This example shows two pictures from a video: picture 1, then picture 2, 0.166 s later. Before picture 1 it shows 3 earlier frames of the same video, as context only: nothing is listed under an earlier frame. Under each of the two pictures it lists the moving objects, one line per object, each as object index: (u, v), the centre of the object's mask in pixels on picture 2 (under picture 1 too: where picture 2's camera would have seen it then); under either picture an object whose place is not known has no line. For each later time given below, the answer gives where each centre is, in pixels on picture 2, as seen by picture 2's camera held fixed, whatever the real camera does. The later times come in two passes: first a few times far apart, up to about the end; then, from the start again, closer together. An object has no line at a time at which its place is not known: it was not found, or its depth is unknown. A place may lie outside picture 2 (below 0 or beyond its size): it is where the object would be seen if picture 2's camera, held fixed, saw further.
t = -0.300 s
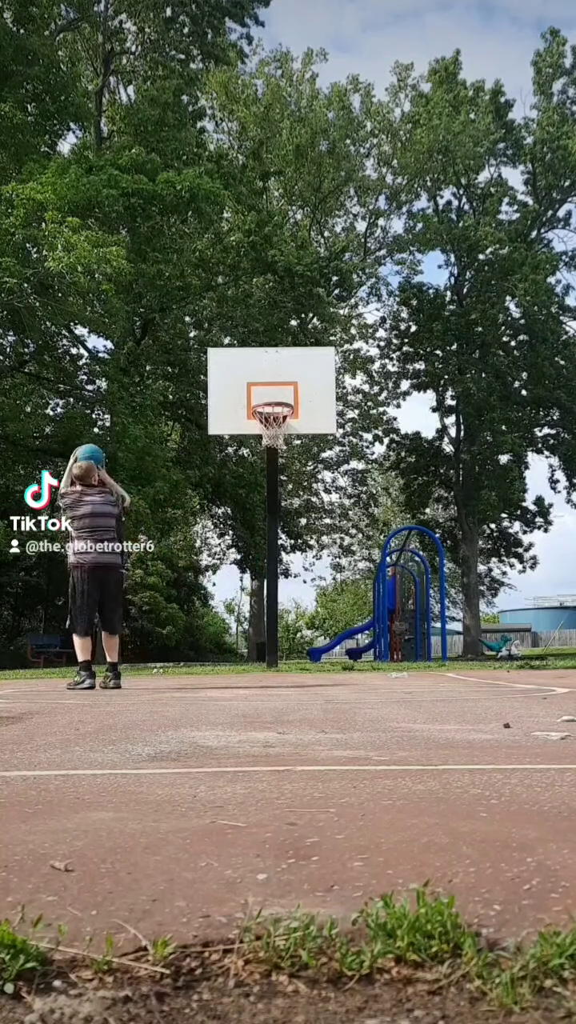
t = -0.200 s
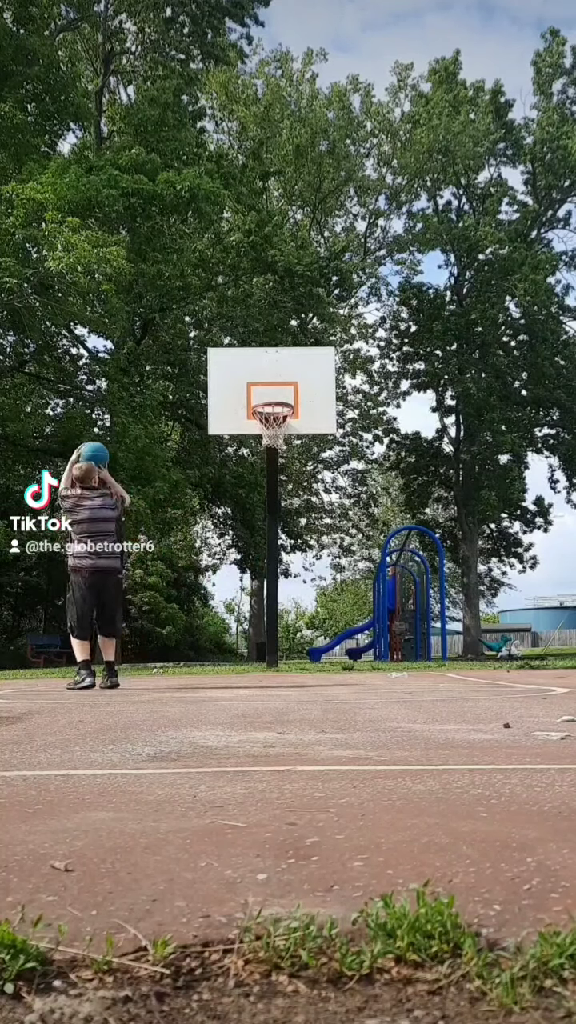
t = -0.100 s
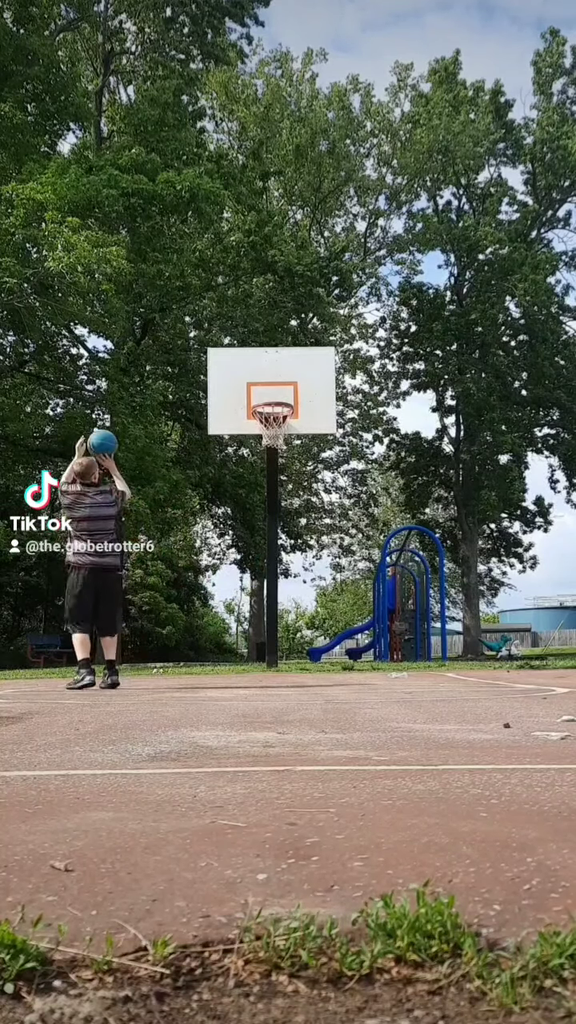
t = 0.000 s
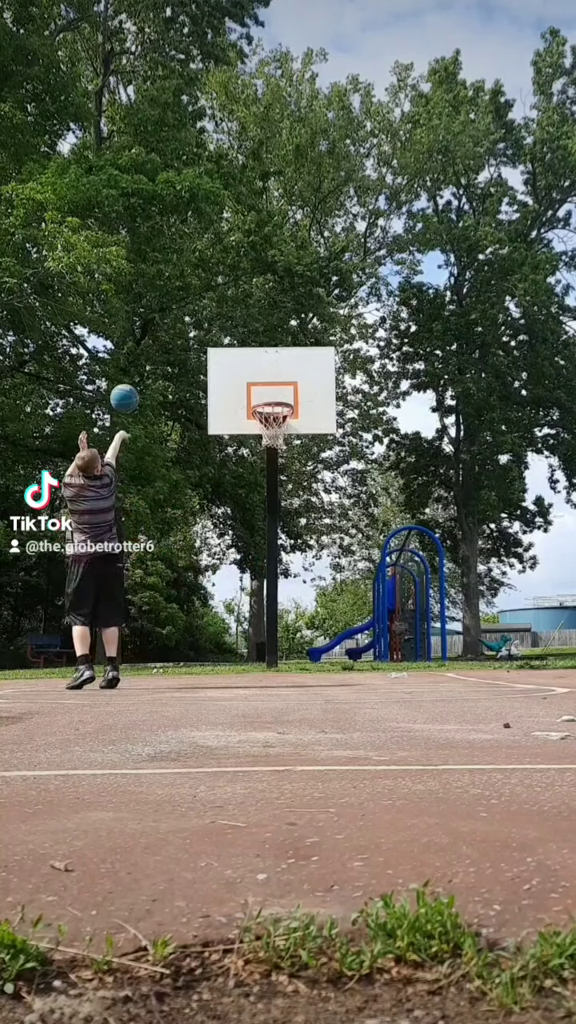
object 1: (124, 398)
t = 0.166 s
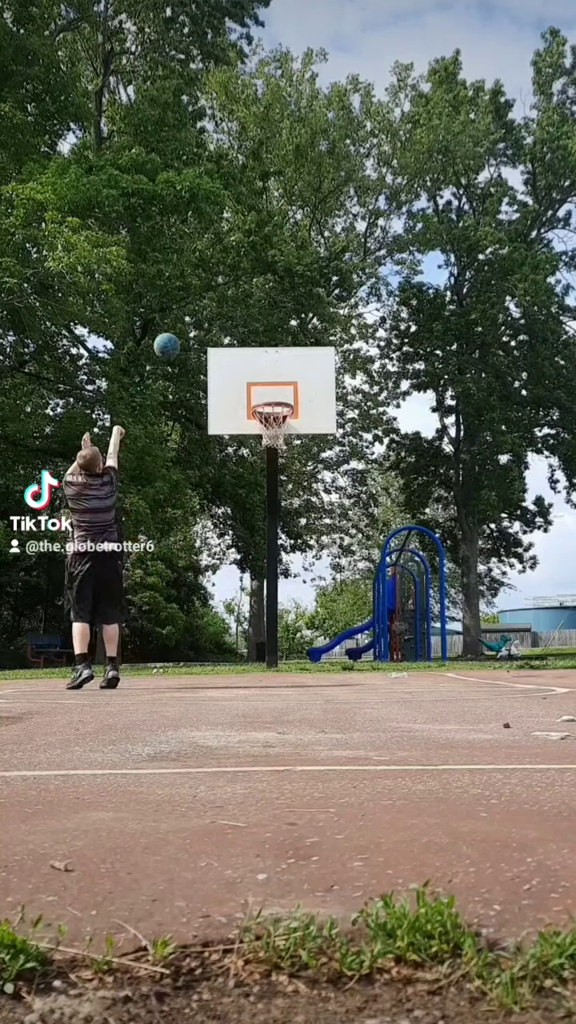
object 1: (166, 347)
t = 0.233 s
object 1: (181, 335)
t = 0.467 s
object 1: (225, 332)
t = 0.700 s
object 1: (262, 374)
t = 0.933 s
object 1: (270, 421)
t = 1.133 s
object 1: (287, 435)
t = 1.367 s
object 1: (280, 466)
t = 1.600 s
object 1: (278, 540)
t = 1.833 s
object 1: (275, 657)
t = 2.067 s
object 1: (265, 578)
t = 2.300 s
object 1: (254, 528)
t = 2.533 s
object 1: (243, 524)
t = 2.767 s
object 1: (231, 564)
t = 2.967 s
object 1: (220, 637)
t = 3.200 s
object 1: (208, 608)
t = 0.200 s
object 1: (174, 340)
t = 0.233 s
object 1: (181, 335)
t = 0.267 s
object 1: (188, 331)
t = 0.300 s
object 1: (195, 328)
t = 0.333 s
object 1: (201, 328)
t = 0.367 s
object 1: (207, 328)
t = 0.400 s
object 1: (214, 327)
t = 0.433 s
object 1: (220, 329)
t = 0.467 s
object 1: (225, 332)
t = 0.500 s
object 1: (231, 335)
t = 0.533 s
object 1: (236, 339)
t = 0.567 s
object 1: (241, 345)
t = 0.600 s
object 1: (247, 351)
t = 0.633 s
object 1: (252, 358)
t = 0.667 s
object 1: (257, 365)
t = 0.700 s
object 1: (262, 374)
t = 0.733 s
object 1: (267, 382)
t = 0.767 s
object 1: (271, 392)
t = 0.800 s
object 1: (275, 396)
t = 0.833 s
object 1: (274, 414)
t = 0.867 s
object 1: (271, 414)
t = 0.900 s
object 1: (266, 416)
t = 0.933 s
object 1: (270, 421)
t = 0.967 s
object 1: (276, 428)
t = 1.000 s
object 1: (278, 431)
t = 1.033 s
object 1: (283, 431)
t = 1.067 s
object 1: (285, 434)
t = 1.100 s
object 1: (286, 434)
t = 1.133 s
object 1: (287, 435)
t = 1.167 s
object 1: (286, 441)
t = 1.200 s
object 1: (284, 444)
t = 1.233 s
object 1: (283, 445)
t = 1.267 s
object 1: (282, 448)
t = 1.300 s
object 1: (281, 453)
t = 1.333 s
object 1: (281, 458)
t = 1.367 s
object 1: (280, 466)
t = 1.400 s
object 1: (279, 475)
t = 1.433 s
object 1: (279, 483)
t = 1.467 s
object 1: (278, 492)
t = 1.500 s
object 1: (278, 504)
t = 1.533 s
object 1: (278, 514)
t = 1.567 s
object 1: (278, 526)
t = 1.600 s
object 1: (278, 540)
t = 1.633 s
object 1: (277, 553)
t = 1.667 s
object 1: (277, 569)
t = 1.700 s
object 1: (276, 584)
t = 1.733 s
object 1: (276, 601)
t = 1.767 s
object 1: (276, 619)
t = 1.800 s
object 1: (275, 637)
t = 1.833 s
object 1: (275, 657)
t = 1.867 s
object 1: (274, 658)
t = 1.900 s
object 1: (273, 642)
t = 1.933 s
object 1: (271, 627)
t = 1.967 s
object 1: (270, 613)
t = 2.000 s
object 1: (268, 601)
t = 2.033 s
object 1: (267, 589)
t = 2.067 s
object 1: (265, 578)
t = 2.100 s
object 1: (263, 568)
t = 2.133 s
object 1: (262, 560)
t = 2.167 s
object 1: (260, 551)
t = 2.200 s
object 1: (259, 545)
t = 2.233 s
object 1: (257, 538)
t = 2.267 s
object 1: (256, 533)
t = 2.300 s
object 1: (254, 528)
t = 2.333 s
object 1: (253, 525)
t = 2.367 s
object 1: (251, 523)
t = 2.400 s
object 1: (250, 521)
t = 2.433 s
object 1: (248, 521)
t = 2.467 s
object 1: (246, 521)
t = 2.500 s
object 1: (244, 522)
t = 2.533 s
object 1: (243, 524)
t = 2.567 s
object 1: (241, 527)
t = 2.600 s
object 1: (239, 531)
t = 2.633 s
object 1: (238, 536)
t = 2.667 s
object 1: (237, 541)
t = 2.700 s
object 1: (235, 548)
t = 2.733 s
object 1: (233, 556)
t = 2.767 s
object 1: (231, 564)
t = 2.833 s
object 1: (228, 585)
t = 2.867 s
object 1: (226, 596)
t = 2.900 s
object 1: (224, 608)
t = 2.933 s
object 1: (222, 622)
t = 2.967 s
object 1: (220, 637)
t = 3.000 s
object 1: (218, 652)
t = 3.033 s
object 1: (217, 667)
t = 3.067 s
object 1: (215, 654)
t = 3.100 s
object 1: (213, 641)
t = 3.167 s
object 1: (209, 618)
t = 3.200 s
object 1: (208, 608)
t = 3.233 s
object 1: (206, 600)
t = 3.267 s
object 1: (205, 592)
